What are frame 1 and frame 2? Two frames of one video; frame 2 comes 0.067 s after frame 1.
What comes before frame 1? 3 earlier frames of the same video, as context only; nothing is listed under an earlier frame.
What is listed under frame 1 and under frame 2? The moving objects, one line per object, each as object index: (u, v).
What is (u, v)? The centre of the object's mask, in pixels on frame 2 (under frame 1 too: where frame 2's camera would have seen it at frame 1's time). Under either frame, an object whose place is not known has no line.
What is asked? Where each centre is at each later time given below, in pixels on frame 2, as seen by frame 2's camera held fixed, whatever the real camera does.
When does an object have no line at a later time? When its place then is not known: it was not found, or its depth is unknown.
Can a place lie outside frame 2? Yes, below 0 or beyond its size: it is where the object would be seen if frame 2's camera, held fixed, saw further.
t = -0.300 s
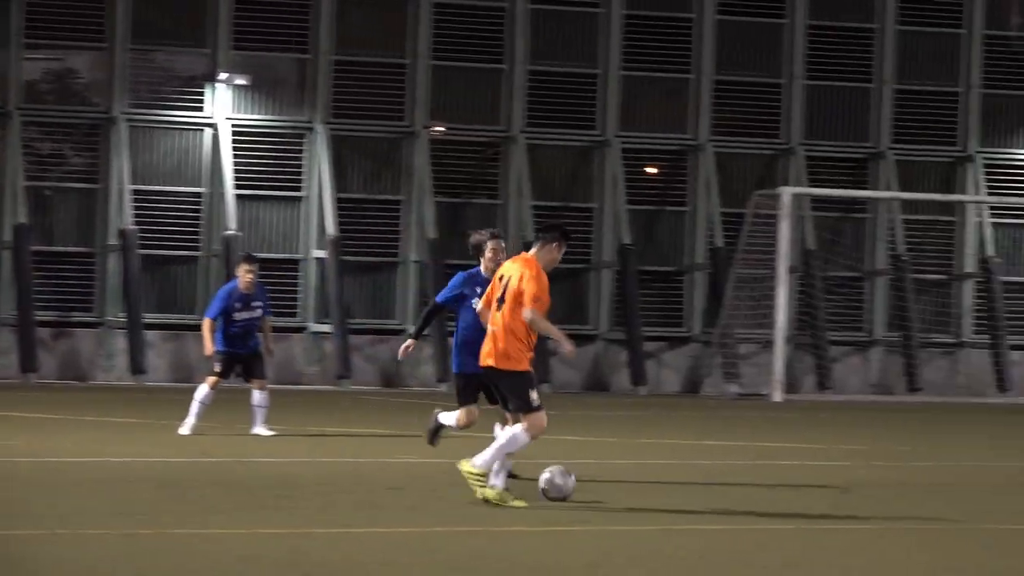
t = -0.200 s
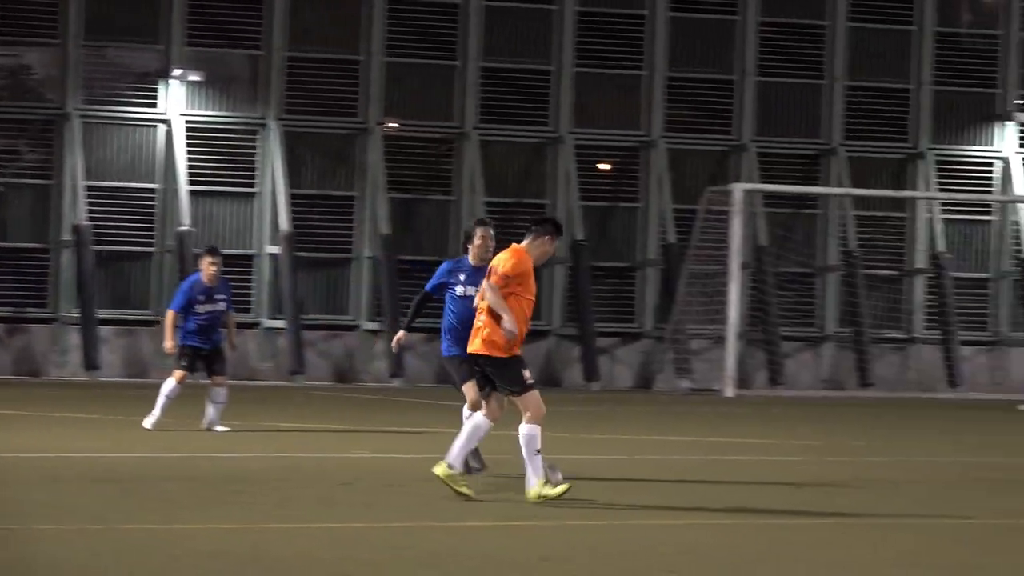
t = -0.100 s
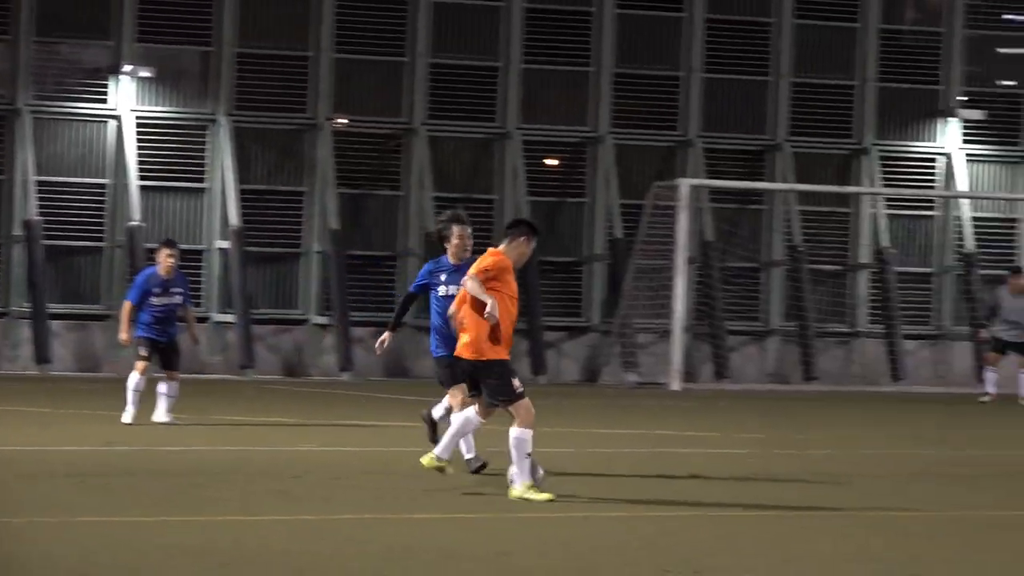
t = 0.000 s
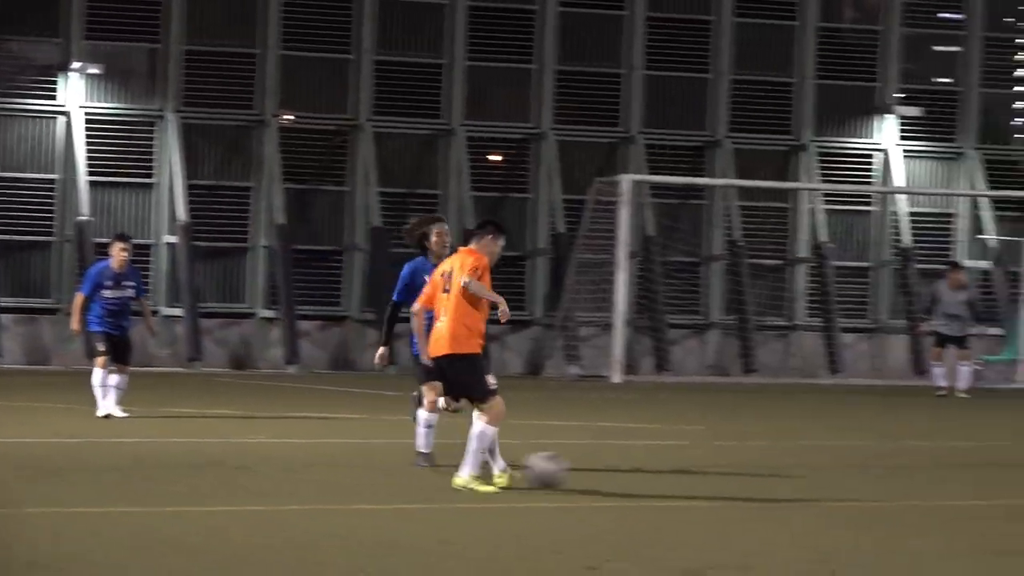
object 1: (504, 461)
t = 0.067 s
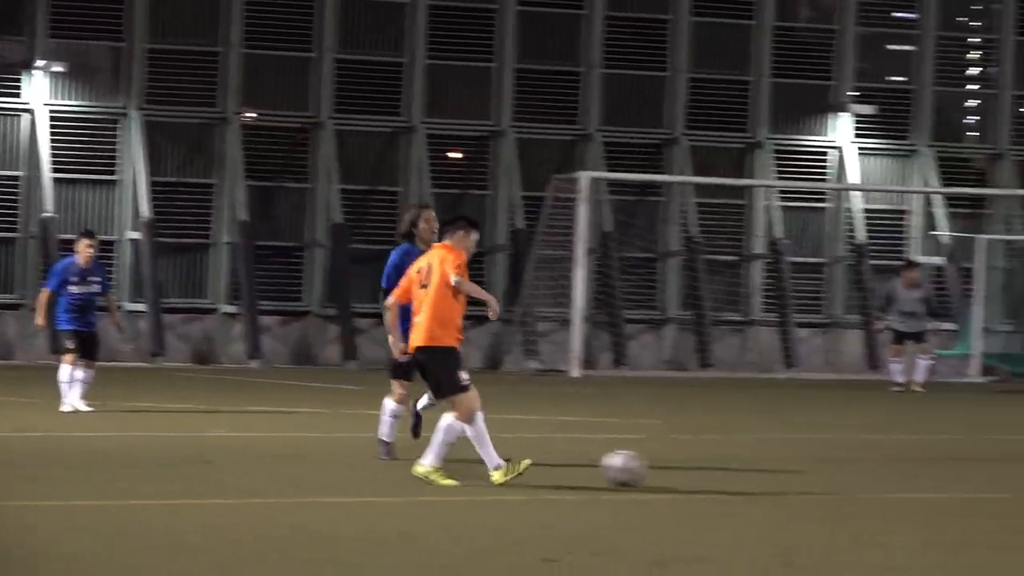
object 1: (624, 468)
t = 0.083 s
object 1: (652, 469)
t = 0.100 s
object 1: (682, 470)
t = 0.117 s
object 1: (711, 472)
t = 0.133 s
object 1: (741, 474)
